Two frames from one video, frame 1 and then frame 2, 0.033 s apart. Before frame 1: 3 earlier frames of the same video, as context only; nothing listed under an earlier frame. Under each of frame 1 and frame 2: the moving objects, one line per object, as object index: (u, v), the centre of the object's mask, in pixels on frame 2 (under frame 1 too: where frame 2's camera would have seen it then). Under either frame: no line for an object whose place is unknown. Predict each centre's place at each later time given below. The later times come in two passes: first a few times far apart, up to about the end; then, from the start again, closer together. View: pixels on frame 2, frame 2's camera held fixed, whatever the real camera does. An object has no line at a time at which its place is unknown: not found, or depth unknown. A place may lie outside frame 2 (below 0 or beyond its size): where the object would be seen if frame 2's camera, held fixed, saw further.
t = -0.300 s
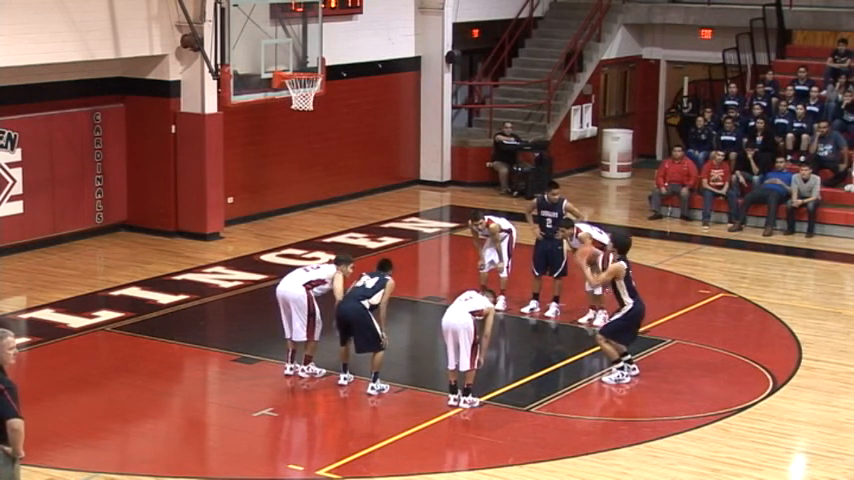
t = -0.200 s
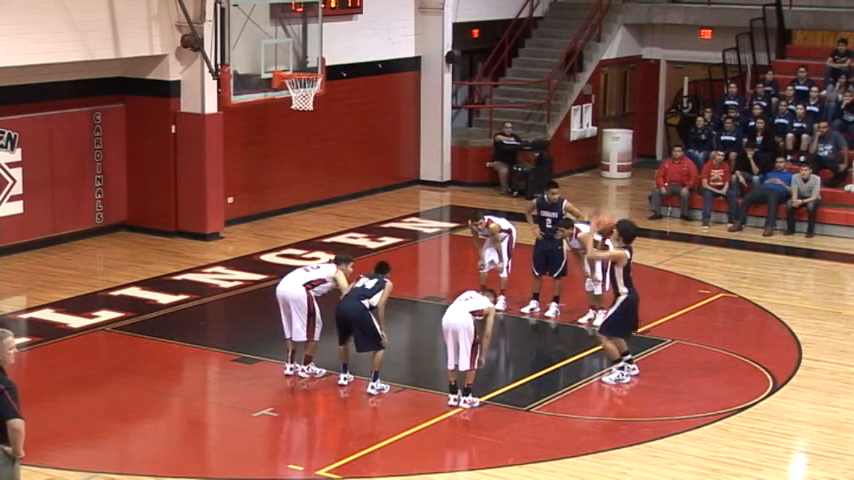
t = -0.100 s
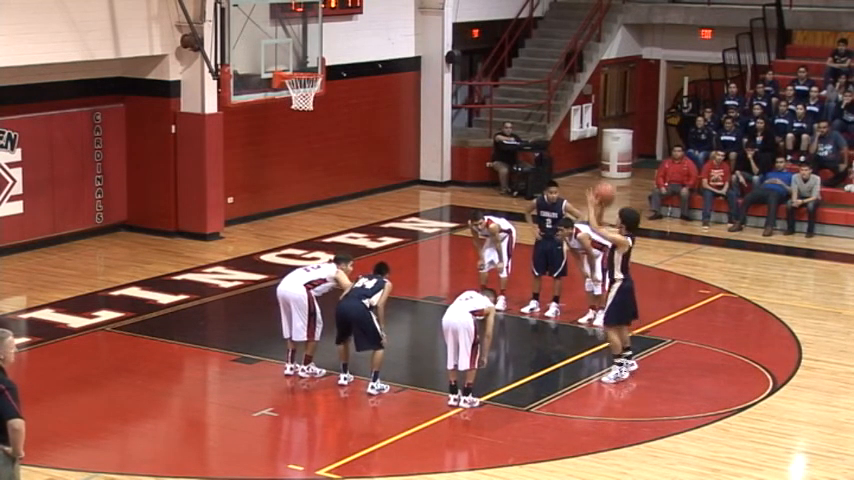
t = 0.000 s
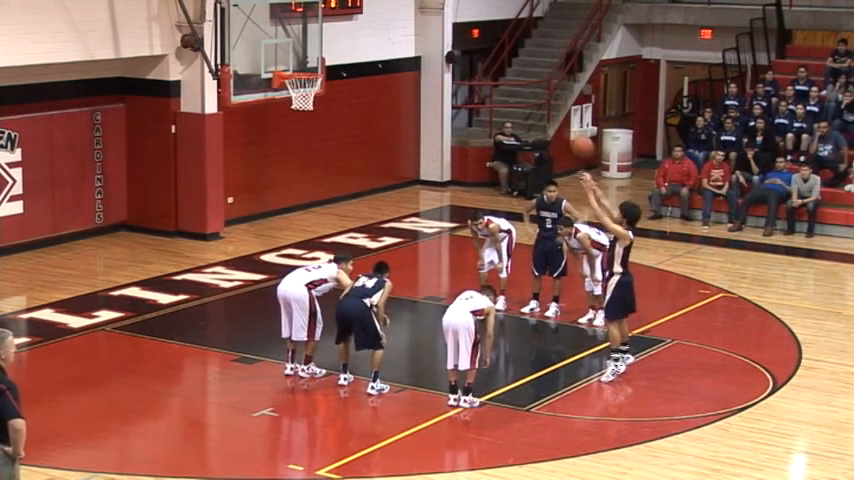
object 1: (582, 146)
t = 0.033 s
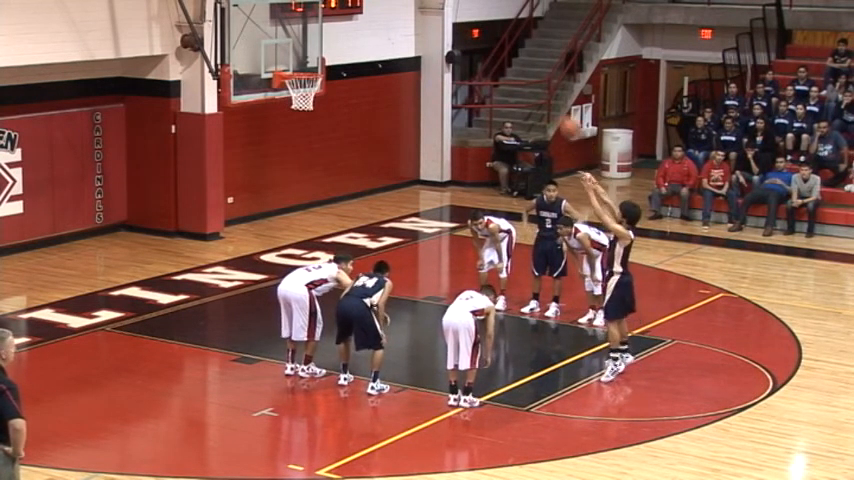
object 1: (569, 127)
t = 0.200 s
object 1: (517, 60)
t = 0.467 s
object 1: (435, 8)
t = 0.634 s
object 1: (387, 7)
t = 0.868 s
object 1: (322, 41)
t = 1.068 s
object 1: (307, 54)
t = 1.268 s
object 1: (331, 45)
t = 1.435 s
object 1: (352, 65)
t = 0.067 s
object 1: (559, 111)
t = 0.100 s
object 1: (549, 97)
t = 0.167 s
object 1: (528, 71)
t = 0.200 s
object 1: (517, 60)
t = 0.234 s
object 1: (507, 51)
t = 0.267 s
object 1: (496, 42)
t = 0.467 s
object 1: (435, 8)
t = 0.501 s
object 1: (425, 7)
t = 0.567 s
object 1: (406, 6)
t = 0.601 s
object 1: (396, 6)
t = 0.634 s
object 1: (387, 7)
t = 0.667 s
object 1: (378, 9)
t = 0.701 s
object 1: (369, 12)
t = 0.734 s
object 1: (359, 16)
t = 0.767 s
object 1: (349, 21)
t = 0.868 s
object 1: (322, 41)
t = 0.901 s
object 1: (313, 49)
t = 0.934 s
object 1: (304, 58)
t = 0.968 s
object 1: (297, 66)
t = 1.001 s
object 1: (299, 62)
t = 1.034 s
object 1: (303, 57)
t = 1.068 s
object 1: (307, 54)
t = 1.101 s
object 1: (312, 50)
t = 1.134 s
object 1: (315, 47)
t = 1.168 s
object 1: (319, 45)
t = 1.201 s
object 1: (323, 44)
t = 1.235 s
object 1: (327, 44)
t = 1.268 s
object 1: (331, 45)
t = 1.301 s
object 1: (335, 47)
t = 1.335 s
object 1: (340, 50)
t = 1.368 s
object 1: (344, 54)
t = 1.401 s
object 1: (348, 59)
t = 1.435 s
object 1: (352, 65)
